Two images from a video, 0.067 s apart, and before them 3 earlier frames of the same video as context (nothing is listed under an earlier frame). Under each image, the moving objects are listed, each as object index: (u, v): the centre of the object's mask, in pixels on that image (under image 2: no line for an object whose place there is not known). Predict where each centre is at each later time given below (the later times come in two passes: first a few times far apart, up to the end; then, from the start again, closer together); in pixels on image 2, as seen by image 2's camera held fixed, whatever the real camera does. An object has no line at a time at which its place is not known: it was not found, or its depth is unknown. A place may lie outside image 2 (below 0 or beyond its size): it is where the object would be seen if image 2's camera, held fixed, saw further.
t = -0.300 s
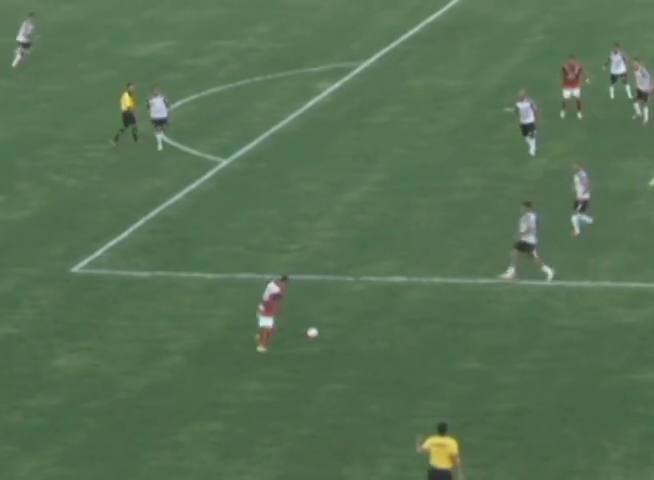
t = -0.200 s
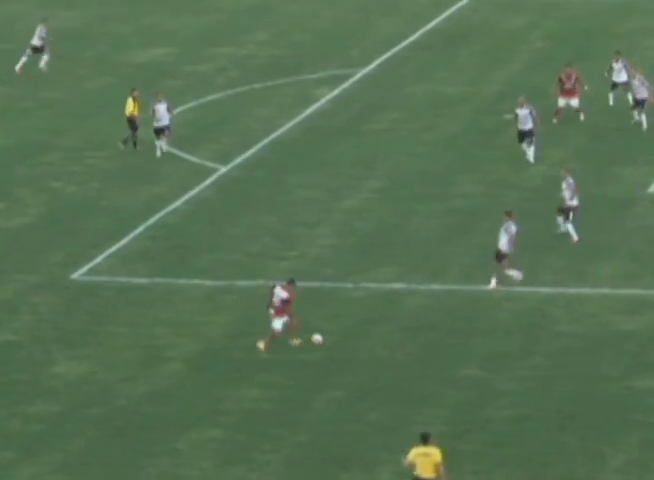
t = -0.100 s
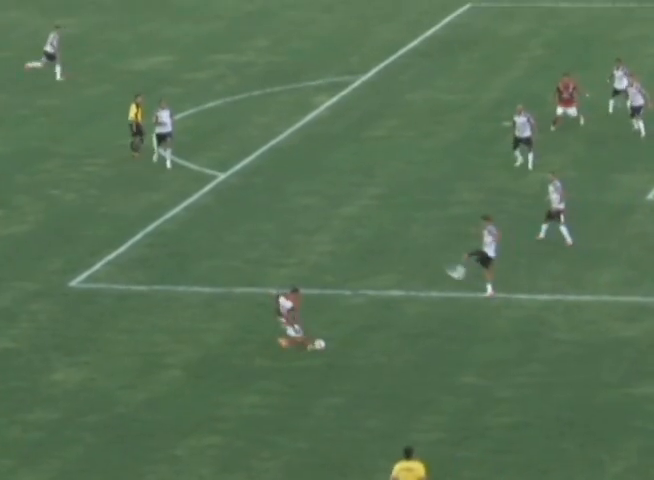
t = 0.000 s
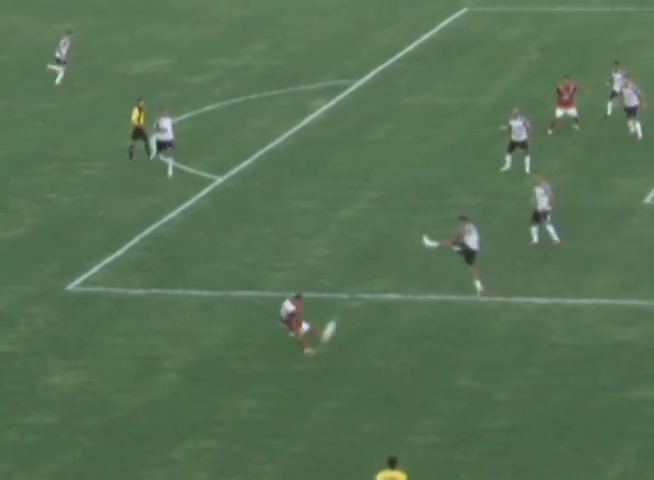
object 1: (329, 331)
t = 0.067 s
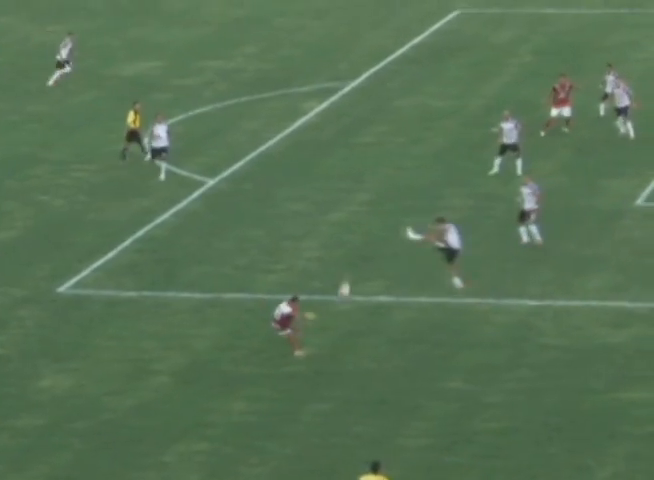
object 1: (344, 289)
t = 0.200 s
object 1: (383, 219)
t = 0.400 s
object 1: (431, 139)
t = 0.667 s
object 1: (478, 75)
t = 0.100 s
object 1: (355, 271)
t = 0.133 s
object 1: (365, 253)
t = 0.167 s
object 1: (374, 235)
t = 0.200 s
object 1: (383, 219)
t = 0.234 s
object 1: (392, 204)
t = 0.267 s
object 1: (400, 190)
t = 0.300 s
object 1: (409, 176)
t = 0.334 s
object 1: (416, 163)
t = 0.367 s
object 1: (424, 150)
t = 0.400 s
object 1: (431, 139)
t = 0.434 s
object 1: (438, 130)
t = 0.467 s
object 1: (445, 119)
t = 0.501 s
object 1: (451, 110)
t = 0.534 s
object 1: (457, 101)
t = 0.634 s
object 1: (472, 81)
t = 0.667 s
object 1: (478, 75)
